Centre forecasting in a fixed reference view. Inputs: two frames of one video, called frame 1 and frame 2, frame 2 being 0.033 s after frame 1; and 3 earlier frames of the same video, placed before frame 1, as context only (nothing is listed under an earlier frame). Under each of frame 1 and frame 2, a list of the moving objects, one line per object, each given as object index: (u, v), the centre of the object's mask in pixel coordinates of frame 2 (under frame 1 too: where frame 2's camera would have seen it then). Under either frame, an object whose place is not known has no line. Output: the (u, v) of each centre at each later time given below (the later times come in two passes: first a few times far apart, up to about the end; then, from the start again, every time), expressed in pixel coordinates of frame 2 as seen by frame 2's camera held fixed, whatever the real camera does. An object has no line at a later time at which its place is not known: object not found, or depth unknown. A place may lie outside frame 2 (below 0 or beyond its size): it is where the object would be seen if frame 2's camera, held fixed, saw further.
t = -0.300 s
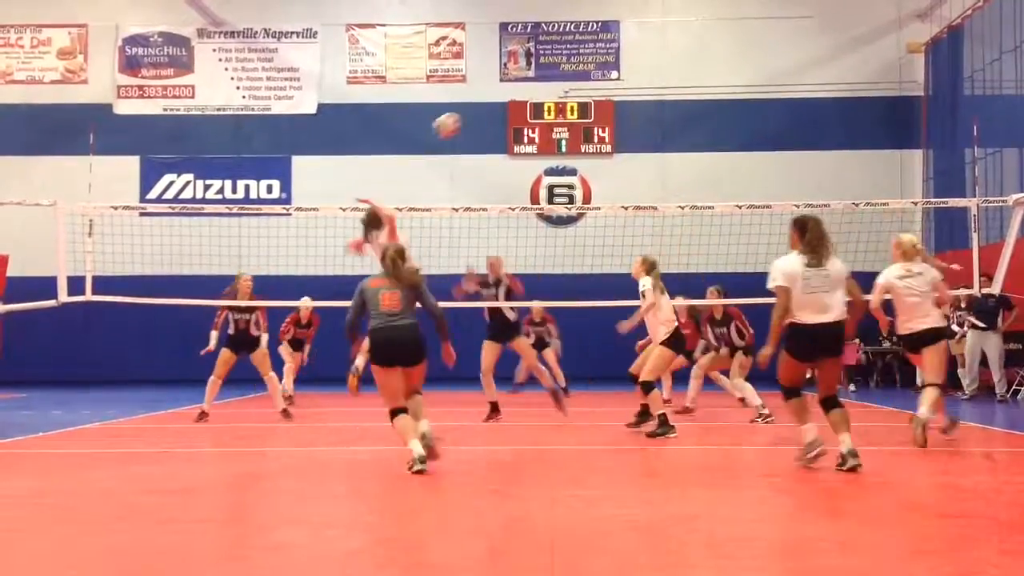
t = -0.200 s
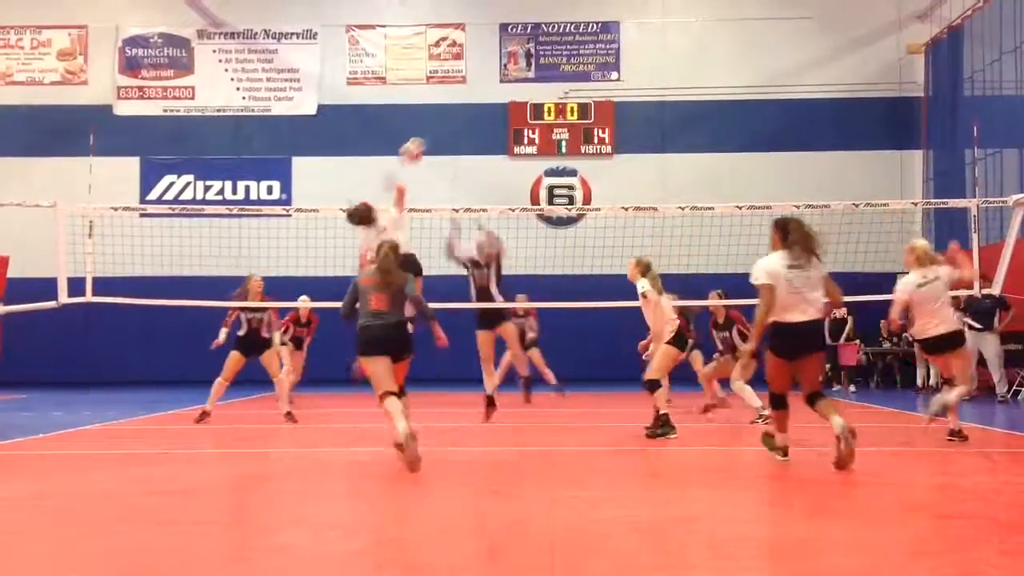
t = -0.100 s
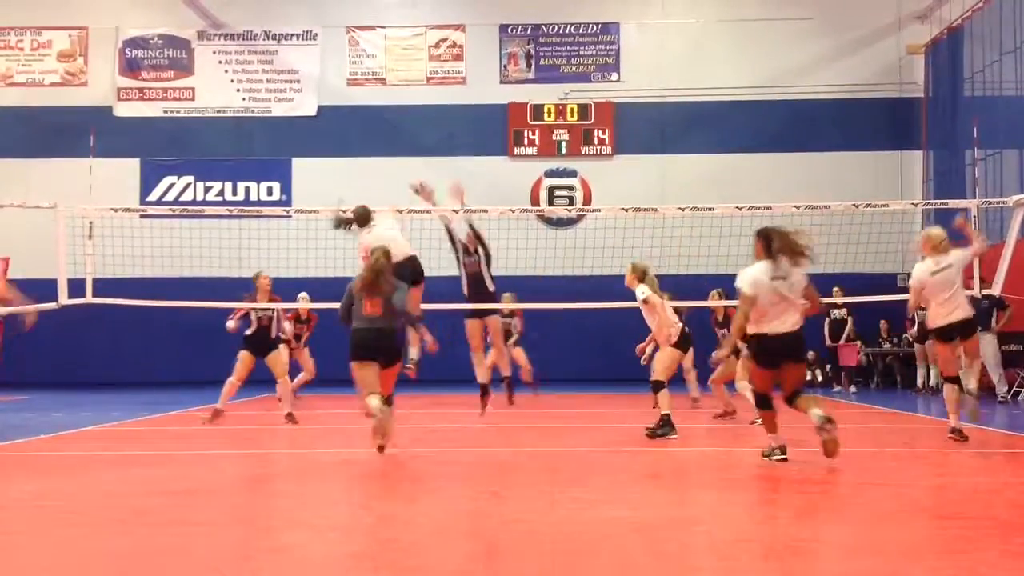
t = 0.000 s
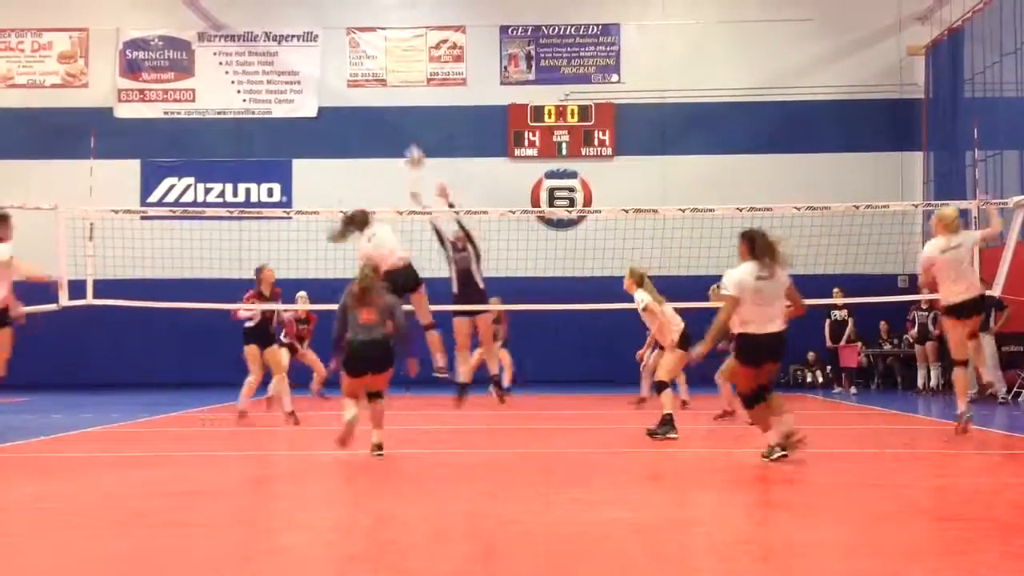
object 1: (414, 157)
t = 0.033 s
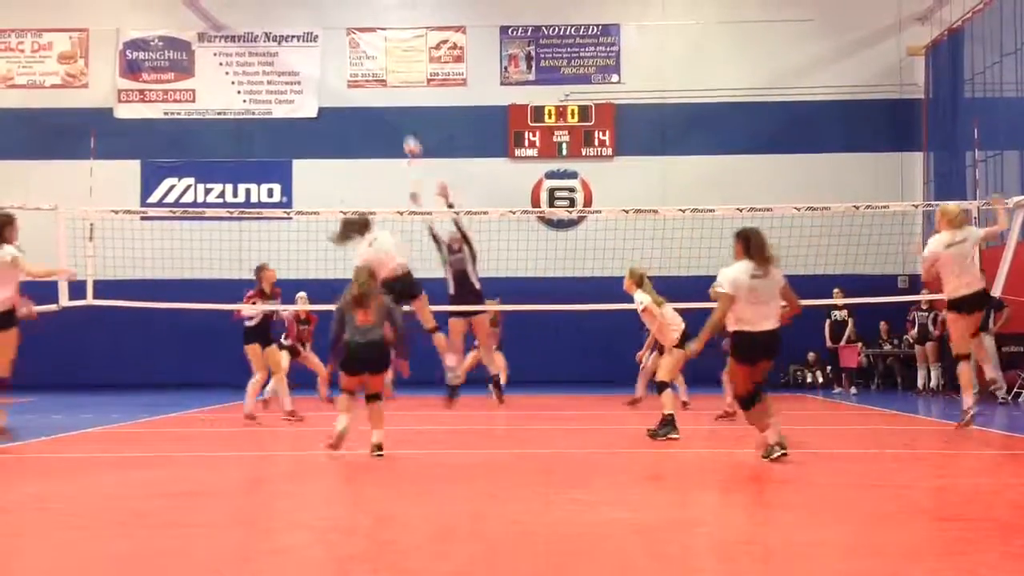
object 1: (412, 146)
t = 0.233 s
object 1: (393, 114)
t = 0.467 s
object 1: (376, 118)
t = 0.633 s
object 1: (366, 146)
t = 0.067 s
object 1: (409, 139)
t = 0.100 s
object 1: (405, 133)
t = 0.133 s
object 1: (400, 126)
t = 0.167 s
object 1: (399, 120)
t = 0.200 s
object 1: (396, 117)
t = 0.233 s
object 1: (393, 114)
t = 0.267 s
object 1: (391, 113)
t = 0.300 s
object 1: (388, 113)
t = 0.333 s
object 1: (386, 113)
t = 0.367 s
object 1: (383, 113)
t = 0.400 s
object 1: (381, 113)
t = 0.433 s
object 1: (379, 115)
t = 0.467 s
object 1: (376, 118)
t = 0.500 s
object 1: (375, 122)
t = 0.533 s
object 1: (372, 128)
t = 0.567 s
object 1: (370, 133)
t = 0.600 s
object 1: (368, 140)
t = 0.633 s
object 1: (366, 146)
